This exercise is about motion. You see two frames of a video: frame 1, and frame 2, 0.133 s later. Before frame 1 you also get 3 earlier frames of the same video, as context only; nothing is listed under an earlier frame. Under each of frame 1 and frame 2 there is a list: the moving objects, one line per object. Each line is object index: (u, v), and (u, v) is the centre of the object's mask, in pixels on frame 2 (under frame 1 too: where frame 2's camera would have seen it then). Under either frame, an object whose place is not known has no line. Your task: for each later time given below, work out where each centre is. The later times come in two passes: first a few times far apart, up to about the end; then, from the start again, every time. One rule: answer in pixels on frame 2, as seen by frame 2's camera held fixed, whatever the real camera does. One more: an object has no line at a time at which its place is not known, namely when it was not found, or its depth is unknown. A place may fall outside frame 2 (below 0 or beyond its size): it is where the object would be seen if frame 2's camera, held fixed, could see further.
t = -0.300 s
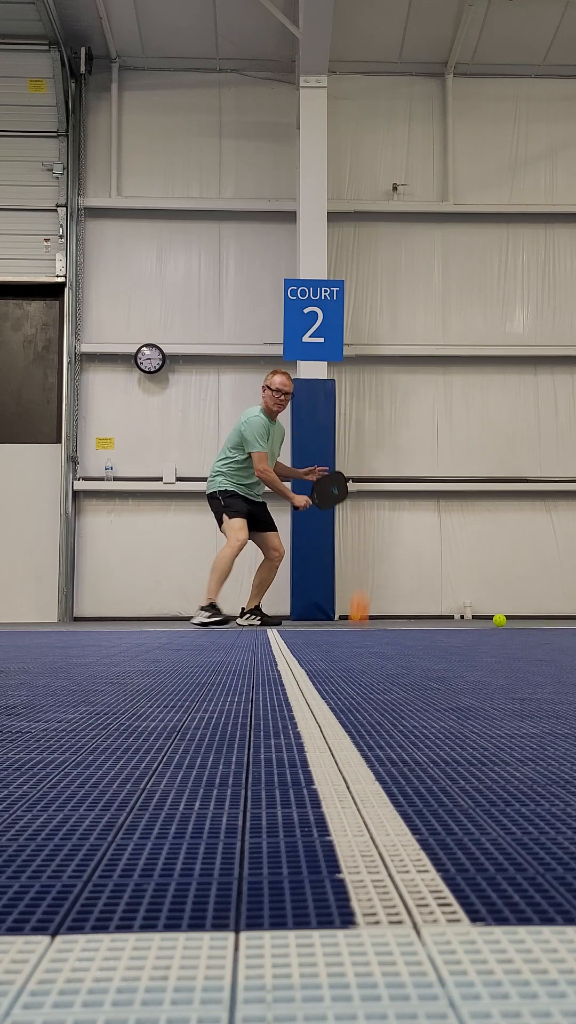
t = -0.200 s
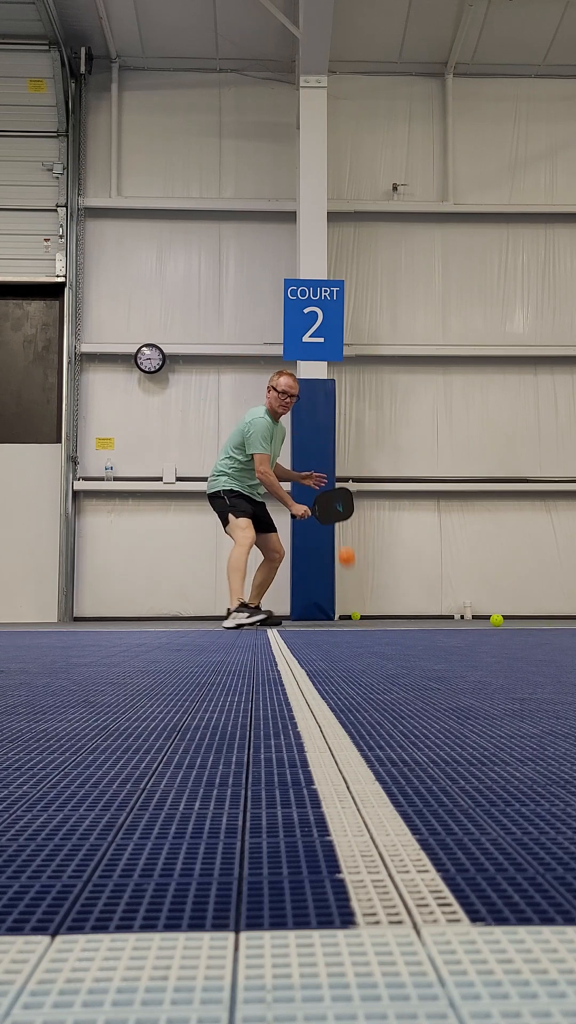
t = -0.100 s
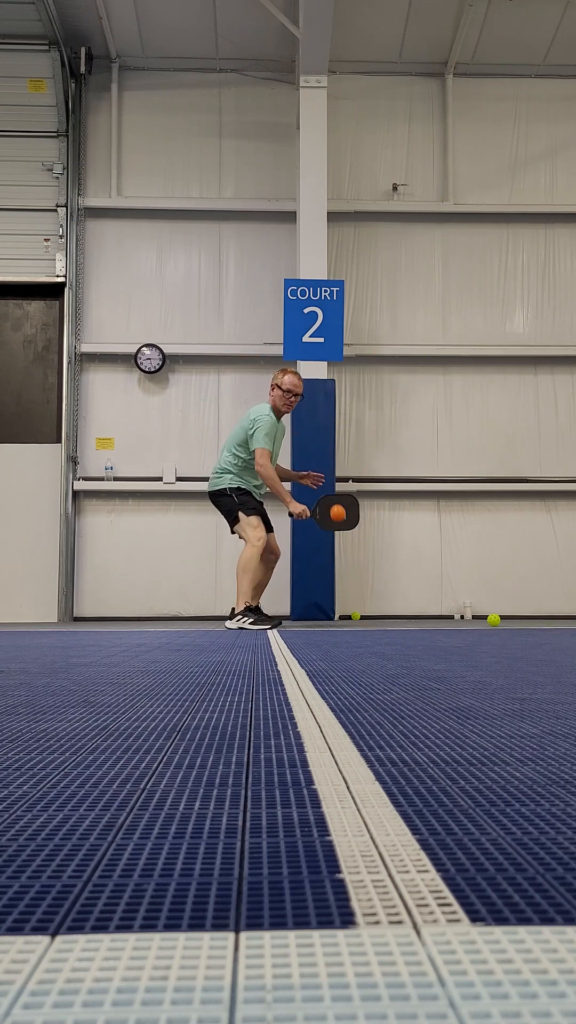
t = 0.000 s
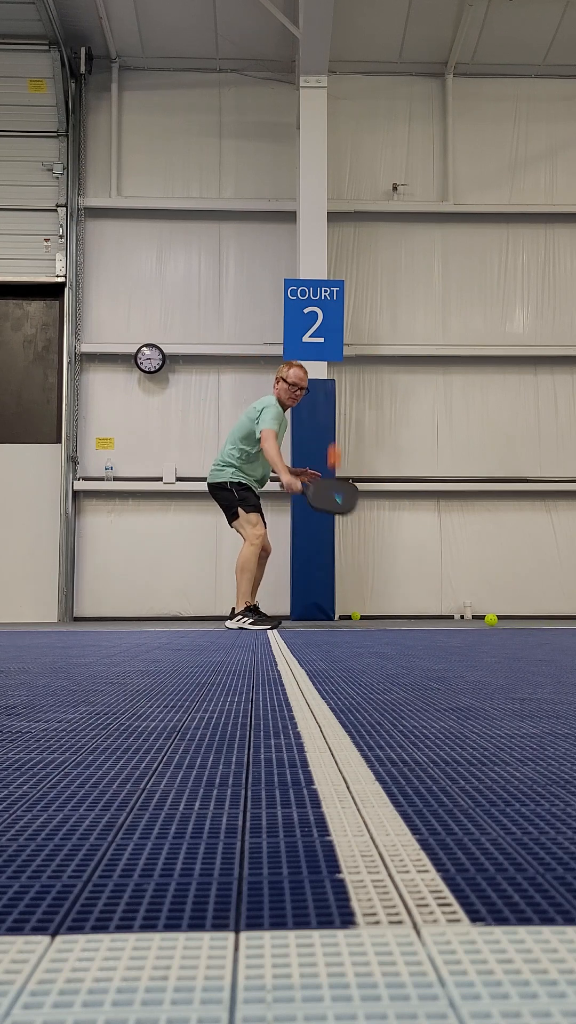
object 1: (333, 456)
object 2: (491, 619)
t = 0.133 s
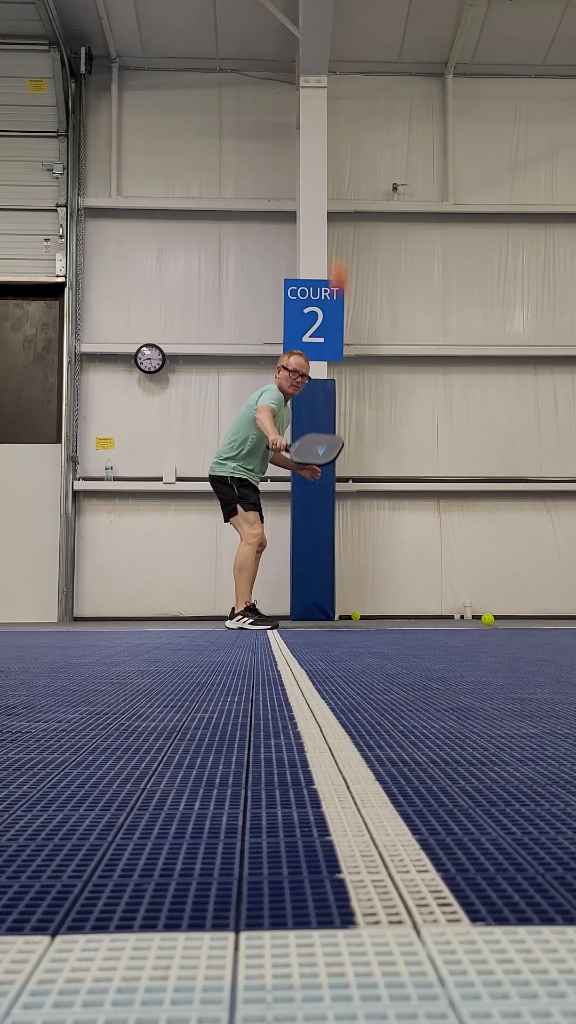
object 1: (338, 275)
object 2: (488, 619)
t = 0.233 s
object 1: (344, 80)
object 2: (485, 619)
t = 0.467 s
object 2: (482, 618)
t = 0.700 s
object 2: (479, 618)
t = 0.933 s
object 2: (476, 618)
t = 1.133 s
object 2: (473, 618)
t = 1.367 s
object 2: (469, 618)
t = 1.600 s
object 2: (465, 617)
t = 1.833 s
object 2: (461, 617)
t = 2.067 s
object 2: (457, 617)
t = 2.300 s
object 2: (454, 617)
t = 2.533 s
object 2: (450, 617)
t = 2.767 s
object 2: (447, 617)
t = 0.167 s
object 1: (340, 221)
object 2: (487, 619)
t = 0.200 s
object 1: (342, 157)
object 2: (486, 619)
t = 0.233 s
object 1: (344, 80)
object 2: (485, 619)
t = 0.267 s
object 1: (346, 12)
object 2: (485, 619)
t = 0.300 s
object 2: (484, 619)
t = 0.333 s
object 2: (484, 618)
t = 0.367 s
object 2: (483, 618)
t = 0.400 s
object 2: (483, 618)
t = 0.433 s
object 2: (483, 618)
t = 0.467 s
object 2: (482, 618)
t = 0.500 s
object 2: (482, 618)
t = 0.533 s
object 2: (482, 618)
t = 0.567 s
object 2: (481, 618)
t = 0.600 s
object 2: (481, 618)
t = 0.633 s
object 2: (480, 618)
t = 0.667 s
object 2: (480, 618)
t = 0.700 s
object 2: (479, 618)
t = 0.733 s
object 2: (479, 618)
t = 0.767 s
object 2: (478, 618)
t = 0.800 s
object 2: (478, 618)
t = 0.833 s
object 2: (477, 618)
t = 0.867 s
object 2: (477, 618)
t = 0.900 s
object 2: (477, 618)
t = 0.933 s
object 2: (476, 618)
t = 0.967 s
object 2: (476, 618)
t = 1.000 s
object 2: (475, 618)
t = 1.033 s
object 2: (475, 618)
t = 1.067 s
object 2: (474, 618)
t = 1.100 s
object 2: (474, 618)
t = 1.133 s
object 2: (473, 618)
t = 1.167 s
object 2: (473, 618)
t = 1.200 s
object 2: (472, 618)
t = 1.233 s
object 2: (471, 618)
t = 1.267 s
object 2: (471, 618)
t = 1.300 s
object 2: (470, 618)
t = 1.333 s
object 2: (469, 618)
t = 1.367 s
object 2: (469, 618)
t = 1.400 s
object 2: (468, 618)
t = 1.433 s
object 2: (467, 618)
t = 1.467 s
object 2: (467, 617)
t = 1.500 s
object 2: (466, 618)
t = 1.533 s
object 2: (466, 617)
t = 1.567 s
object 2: (466, 618)
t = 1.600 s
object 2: (465, 617)
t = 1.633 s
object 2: (464, 617)
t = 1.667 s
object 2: (464, 617)
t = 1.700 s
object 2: (463, 618)
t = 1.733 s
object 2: (463, 617)
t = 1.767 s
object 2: (462, 617)
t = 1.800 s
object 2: (462, 617)
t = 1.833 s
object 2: (461, 617)
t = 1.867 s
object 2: (461, 617)
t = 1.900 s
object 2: (460, 617)
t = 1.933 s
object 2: (459, 617)
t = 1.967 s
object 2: (459, 617)
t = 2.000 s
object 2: (458, 617)
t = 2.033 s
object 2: (458, 617)
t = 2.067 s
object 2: (457, 617)
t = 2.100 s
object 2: (457, 617)
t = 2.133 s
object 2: (456, 617)
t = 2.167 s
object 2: (456, 617)
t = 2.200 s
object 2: (455, 617)
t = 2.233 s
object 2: (455, 617)
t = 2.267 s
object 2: (454, 617)
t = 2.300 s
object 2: (454, 617)
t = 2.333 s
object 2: (453, 617)
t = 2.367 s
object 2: (453, 617)
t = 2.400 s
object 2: (452, 617)
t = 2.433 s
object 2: (451, 617)
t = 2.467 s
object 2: (450, 617)
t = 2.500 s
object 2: (450, 617)
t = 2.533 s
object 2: (450, 617)
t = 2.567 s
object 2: (449, 617)
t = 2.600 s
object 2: (449, 617)
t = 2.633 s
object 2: (448, 617)
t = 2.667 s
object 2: (448, 617)
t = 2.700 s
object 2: (448, 617)
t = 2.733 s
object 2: (447, 617)
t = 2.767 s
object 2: (447, 617)
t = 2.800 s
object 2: (446, 617)
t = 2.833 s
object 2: (446, 617)
